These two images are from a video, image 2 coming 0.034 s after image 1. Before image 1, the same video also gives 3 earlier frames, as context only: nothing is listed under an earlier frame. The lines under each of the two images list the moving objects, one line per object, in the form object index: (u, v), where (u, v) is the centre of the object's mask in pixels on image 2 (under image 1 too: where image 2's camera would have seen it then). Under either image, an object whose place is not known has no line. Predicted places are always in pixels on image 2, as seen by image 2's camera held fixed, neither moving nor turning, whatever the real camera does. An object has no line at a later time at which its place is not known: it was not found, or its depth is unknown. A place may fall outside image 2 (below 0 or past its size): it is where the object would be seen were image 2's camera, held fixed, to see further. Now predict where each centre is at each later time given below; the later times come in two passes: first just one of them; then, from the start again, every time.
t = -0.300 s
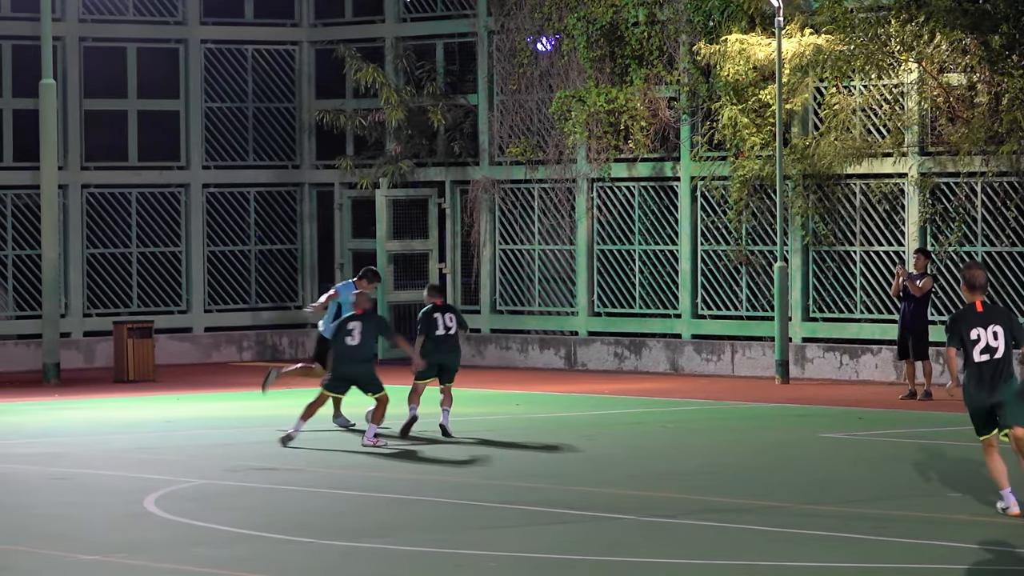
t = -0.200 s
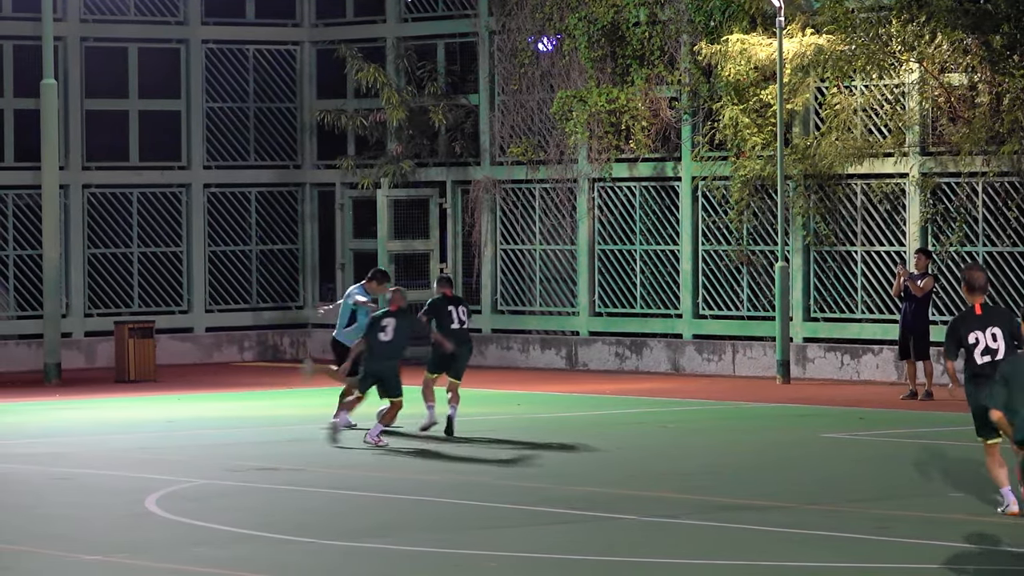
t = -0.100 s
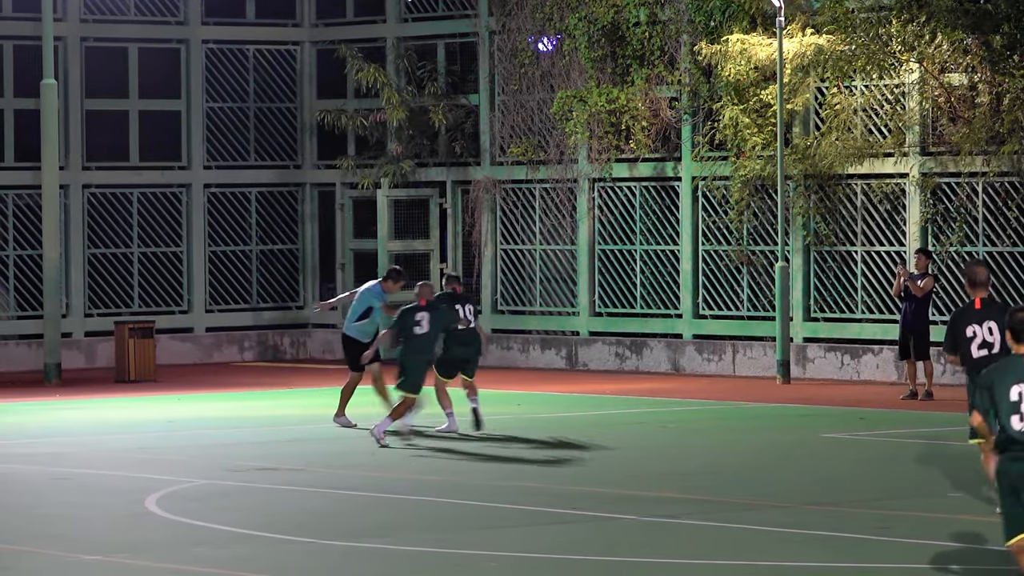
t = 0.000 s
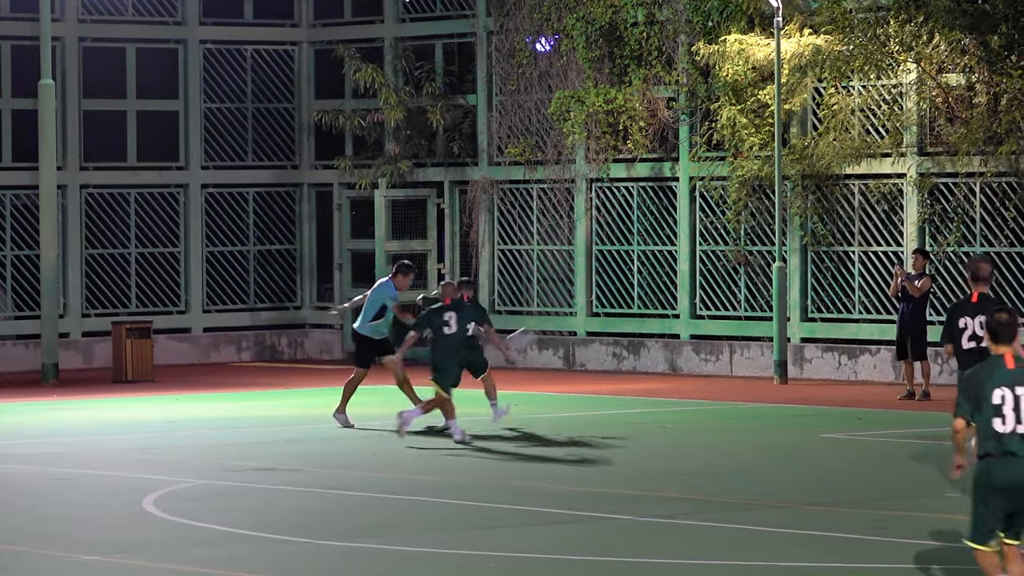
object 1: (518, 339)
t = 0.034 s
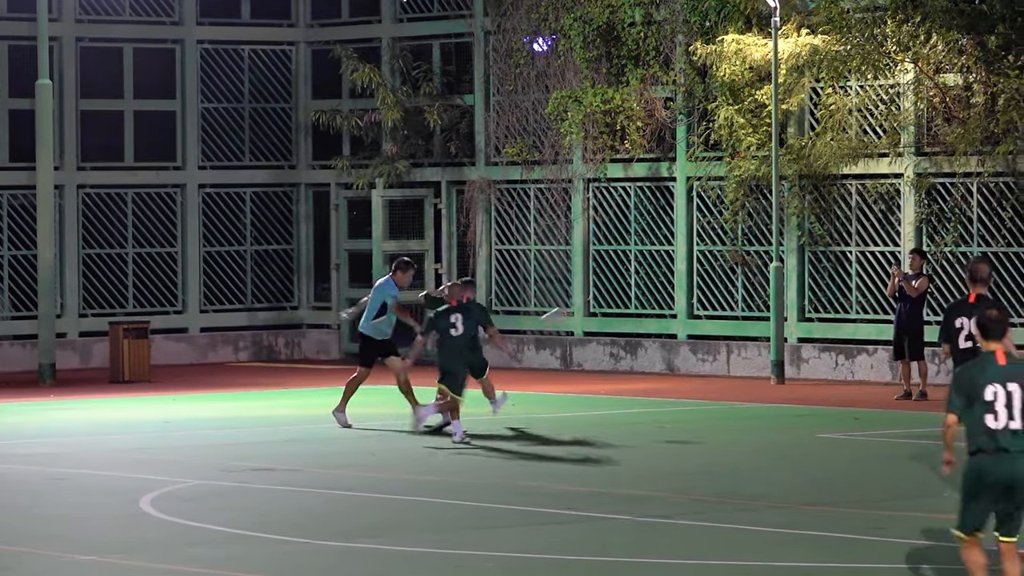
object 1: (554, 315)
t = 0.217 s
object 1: (756, 227)
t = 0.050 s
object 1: (573, 309)
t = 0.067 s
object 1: (592, 300)
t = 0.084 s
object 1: (610, 292)
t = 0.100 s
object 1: (628, 283)
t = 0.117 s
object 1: (647, 274)
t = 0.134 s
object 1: (664, 266)
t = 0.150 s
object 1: (683, 257)
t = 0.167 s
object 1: (702, 250)
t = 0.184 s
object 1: (719, 241)
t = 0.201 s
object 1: (738, 233)
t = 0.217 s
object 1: (756, 227)
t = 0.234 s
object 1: (775, 218)
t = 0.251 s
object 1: (794, 212)
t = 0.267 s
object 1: (812, 204)
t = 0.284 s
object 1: (832, 198)
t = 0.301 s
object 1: (851, 191)
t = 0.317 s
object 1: (870, 185)
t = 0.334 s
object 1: (891, 179)
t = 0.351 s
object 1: (908, 175)
